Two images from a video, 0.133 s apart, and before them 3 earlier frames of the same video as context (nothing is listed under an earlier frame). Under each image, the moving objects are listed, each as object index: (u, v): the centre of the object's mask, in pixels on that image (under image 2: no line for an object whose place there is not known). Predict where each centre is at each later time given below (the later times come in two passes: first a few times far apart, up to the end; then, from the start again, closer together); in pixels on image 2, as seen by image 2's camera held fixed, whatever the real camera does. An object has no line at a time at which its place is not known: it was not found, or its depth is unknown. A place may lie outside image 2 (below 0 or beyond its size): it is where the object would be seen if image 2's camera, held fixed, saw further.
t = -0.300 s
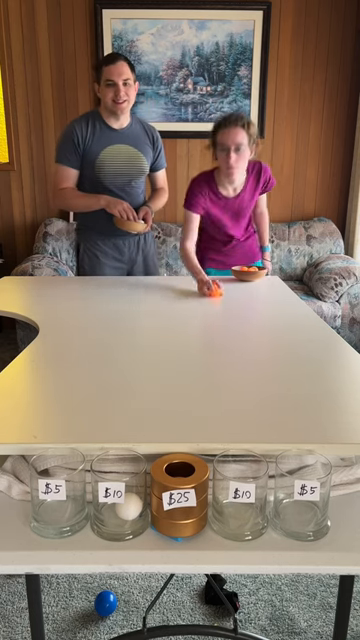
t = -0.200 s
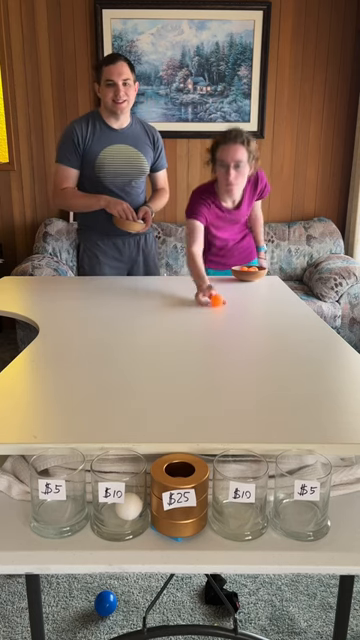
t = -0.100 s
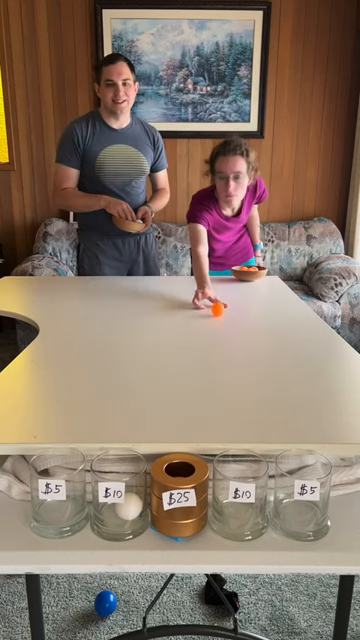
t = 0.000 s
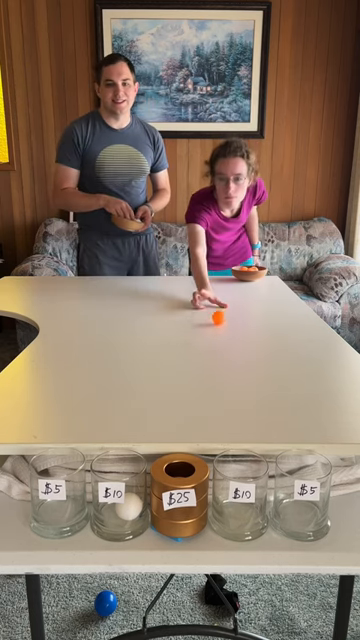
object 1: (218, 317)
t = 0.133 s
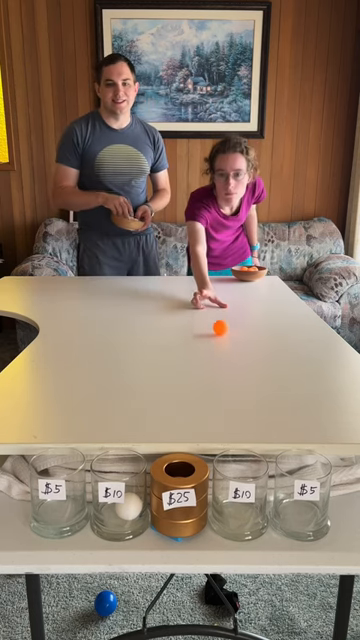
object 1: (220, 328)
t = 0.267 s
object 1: (221, 337)
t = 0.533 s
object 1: (224, 359)
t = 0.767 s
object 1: (224, 380)
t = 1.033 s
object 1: (221, 404)
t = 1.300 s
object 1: (215, 426)
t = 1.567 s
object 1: (181, 449)
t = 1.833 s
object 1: (183, 485)
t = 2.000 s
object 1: (185, 628)
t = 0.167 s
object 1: (220, 330)
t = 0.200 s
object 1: (221, 332)
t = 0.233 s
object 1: (221, 335)
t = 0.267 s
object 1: (221, 337)
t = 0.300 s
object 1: (222, 340)
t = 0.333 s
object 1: (222, 343)
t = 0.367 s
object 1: (223, 346)
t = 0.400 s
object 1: (222, 348)
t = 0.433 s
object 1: (223, 351)
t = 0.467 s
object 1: (223, 354)
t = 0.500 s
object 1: (224, 356)
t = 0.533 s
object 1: (224, 359)
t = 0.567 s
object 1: (224, 362)
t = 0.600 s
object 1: (224, 365)
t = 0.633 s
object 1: (224, 368)
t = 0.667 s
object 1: (223, 371)
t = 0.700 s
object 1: (224, 374)
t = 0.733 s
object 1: (224, 377)
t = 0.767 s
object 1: (224, 380)
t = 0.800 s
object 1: (223, 383)
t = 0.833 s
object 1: (223, 386)
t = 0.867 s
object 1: (223, 389)
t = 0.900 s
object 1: (223, 392)
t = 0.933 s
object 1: (222, 395)
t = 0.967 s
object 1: (222, 398)
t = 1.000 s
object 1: (221, 401)
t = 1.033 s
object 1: (221, 404)
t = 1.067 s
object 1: (220, 407)
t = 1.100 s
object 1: (220, 410)
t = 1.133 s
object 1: (219, 413)
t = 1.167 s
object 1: (218, 416)
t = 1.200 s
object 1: (217, 418)
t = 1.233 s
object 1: (217, 421)
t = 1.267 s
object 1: (216, 423)
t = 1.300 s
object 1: (215, 426)
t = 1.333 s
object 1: (214, 428)
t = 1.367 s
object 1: (212, 430)
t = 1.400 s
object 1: (211, 433)
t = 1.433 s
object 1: (209, 439)
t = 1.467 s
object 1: (204, 442)
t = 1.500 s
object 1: (196, 445)
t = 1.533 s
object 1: (189, 446)
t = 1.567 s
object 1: (181, 449)
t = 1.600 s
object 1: (175, 457)
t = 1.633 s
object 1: (174, 460)
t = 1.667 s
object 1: (176, 462)
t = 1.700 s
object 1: (179, 465)
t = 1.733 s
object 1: (180, 468)
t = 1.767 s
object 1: (181, 471)
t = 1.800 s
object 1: (183, 476)
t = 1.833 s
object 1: (183, 485)
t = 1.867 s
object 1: (183, 503)
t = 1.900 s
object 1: (184, 526)
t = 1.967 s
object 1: (185, 594)
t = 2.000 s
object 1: (185, 628)
